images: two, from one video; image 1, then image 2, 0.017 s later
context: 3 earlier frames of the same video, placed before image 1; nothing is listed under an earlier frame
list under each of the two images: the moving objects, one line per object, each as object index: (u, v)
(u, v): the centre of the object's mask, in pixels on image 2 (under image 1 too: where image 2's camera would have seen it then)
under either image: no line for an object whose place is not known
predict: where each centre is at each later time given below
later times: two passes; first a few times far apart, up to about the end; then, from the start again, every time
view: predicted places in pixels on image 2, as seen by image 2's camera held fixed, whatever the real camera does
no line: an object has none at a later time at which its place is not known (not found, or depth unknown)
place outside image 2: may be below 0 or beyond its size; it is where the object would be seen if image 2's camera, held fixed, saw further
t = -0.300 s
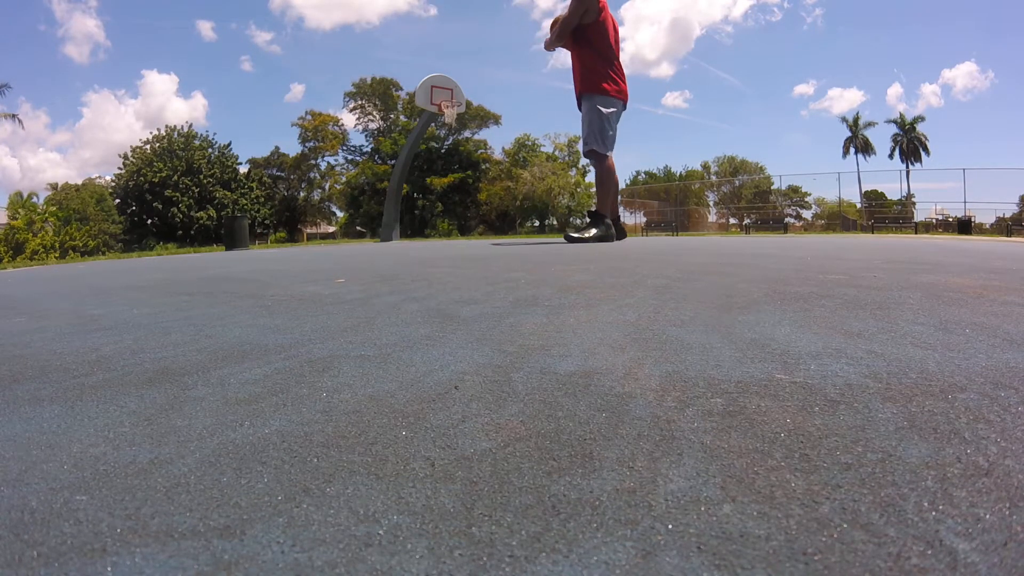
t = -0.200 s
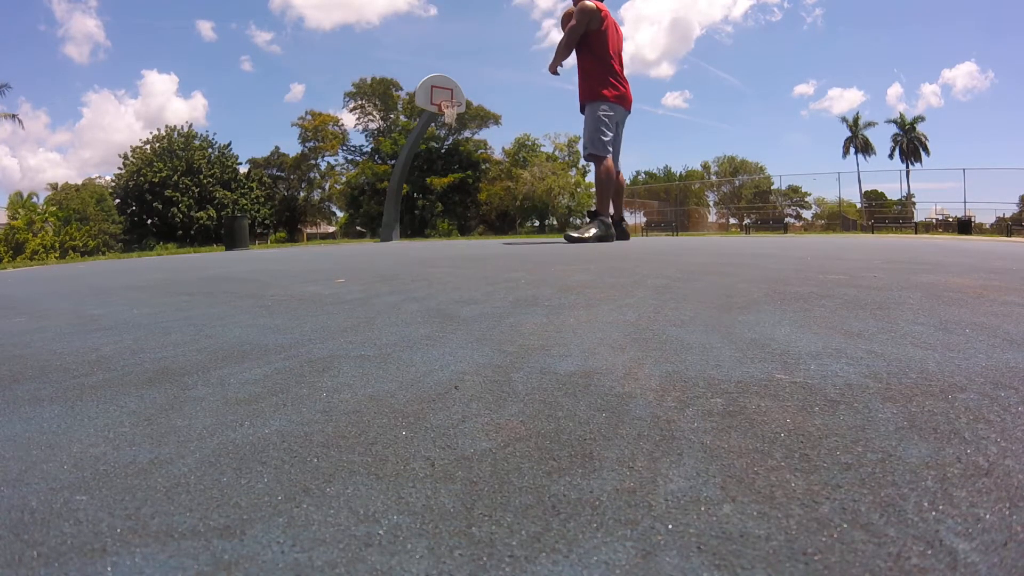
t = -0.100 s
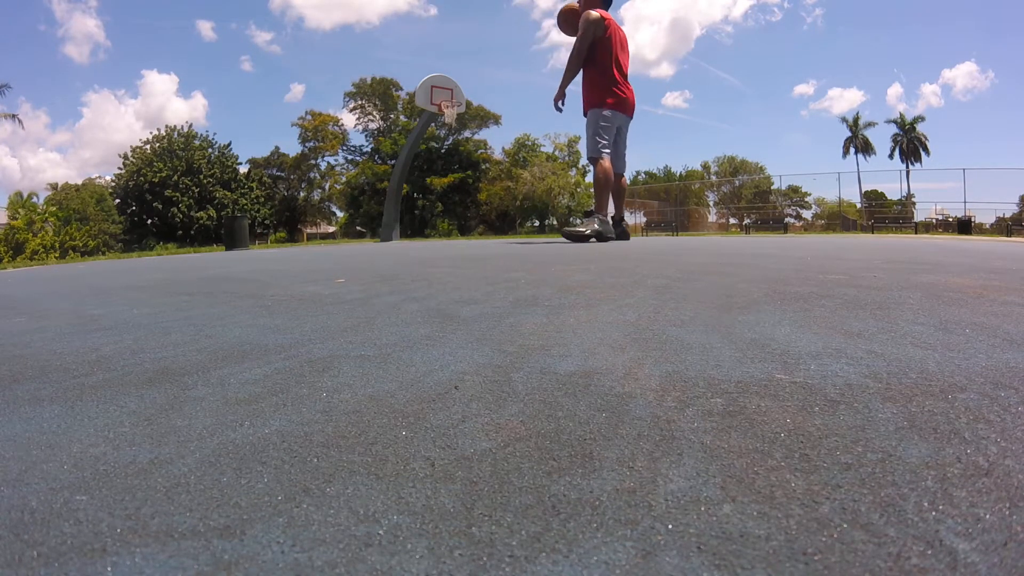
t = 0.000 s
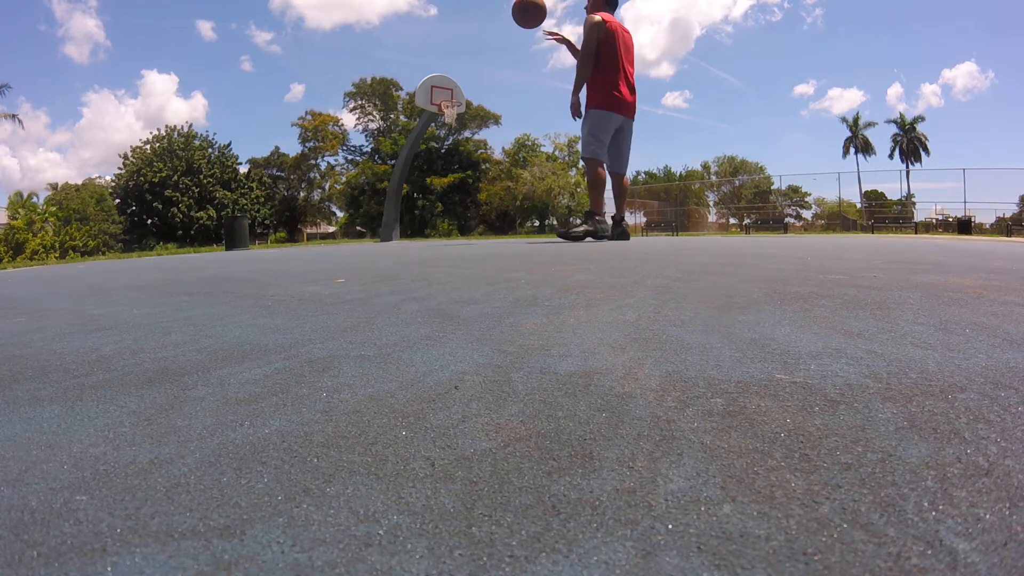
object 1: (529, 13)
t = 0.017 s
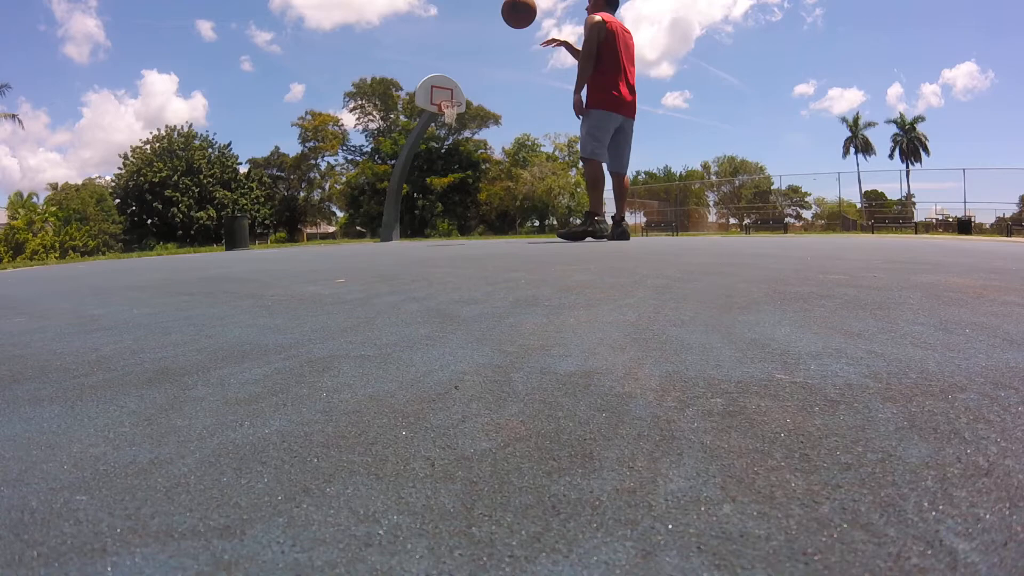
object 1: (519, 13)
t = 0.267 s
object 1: (357, 63)
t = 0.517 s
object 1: (198, 234)
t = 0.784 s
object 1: (128, 123)
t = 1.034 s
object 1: (76, 105)
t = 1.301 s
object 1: (24, 177)
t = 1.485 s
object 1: (5, 249)
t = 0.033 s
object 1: (509, 13)
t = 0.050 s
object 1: (498, 13)
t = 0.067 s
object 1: (488, 14)
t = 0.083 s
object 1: (477, 15)
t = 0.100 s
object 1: (467, 17)
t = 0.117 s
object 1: (456, 19)
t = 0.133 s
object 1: (445, 22)
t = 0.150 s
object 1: (434, 25)
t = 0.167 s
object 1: (423, 30)
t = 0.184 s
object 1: (412, 33)
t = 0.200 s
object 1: (401, 38)
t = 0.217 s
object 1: (390, 44)
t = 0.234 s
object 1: (379, 50)
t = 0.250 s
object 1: (368, 56)
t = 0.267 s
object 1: (357, 63)
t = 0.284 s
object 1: (346, 71)
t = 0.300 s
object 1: (334, 79)
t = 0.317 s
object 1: (323, 88)
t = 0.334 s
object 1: (312, 97)
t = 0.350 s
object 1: (301, 107)
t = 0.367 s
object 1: (290, 117)
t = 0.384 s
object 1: (279, 128)
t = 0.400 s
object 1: (268, 140)
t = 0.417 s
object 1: (258, 152)
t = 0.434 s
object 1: (248, 164)
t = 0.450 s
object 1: (238, 177)
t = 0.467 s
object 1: (227, 191)
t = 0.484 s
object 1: (217, 205)
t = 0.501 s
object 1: (207, 219)
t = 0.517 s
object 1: (198, 234)
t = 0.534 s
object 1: (192, 237)
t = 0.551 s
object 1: (187, 227)
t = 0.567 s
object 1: (182, 216)
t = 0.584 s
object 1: (177, 206)
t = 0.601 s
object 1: (172, 196)
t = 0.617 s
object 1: (168, 187)
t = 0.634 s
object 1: (164, 179)
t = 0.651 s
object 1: (160, 171)
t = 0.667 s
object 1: (156, 164)
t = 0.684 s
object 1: (151, 155)
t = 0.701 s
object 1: (147, 149)
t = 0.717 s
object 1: (143, 143)
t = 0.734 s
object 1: (140, 137)
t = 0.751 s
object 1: (135, 132)
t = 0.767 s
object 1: (132, 127)
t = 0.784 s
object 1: (128, 123)
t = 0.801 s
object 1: (124, 119)
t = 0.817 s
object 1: (121, 115)
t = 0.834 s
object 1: (117, 112)
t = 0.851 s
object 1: (114, 109)
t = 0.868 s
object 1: (110, 107)
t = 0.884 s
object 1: (107, 105)
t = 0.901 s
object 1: (103, 103)
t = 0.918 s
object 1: (100, 102)
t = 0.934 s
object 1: (97, 102)
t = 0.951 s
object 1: (93, 101)
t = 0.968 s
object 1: (89, 101)
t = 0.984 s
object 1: (86, 101)
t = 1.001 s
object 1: (83, 102)
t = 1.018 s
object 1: (79, 104)
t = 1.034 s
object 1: (76, 105)
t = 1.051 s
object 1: (72, 107)
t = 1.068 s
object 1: (69, 109)
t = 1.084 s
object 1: (66, 112)
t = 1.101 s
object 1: (62, 114)
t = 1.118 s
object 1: (59, 118)
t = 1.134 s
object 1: (55, 121)
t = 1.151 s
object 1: (52, 126)
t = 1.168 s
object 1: (49, 130)
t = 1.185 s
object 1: (46, 135)
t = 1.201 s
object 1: (42, 140)
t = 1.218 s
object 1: (39, 145)
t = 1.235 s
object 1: (36, 151)
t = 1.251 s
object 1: (33, 157)
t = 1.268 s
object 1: (30, 163)
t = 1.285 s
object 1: (27, 170)
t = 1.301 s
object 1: (24, 177)
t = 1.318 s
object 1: (22, 184)
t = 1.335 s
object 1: (19, 192)
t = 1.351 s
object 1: (16, 200)
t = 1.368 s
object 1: (14, 208)
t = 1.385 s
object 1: (12, 217)
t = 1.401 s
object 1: (11, 225)
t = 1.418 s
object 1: (10, 235)
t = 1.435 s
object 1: (8, 245)
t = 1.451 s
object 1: (7, 255)
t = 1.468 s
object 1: (6, 256)
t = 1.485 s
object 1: (5, 249)
